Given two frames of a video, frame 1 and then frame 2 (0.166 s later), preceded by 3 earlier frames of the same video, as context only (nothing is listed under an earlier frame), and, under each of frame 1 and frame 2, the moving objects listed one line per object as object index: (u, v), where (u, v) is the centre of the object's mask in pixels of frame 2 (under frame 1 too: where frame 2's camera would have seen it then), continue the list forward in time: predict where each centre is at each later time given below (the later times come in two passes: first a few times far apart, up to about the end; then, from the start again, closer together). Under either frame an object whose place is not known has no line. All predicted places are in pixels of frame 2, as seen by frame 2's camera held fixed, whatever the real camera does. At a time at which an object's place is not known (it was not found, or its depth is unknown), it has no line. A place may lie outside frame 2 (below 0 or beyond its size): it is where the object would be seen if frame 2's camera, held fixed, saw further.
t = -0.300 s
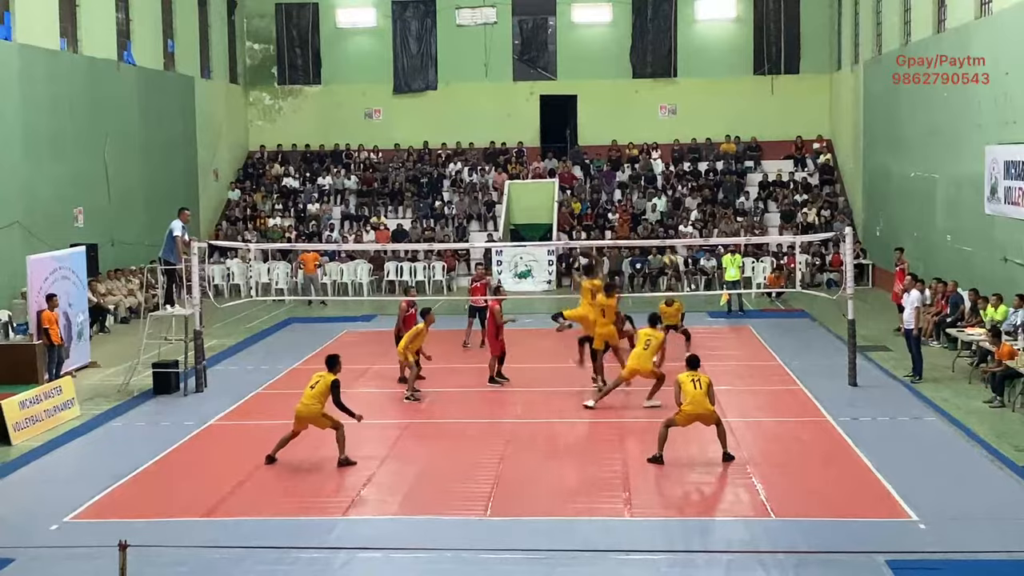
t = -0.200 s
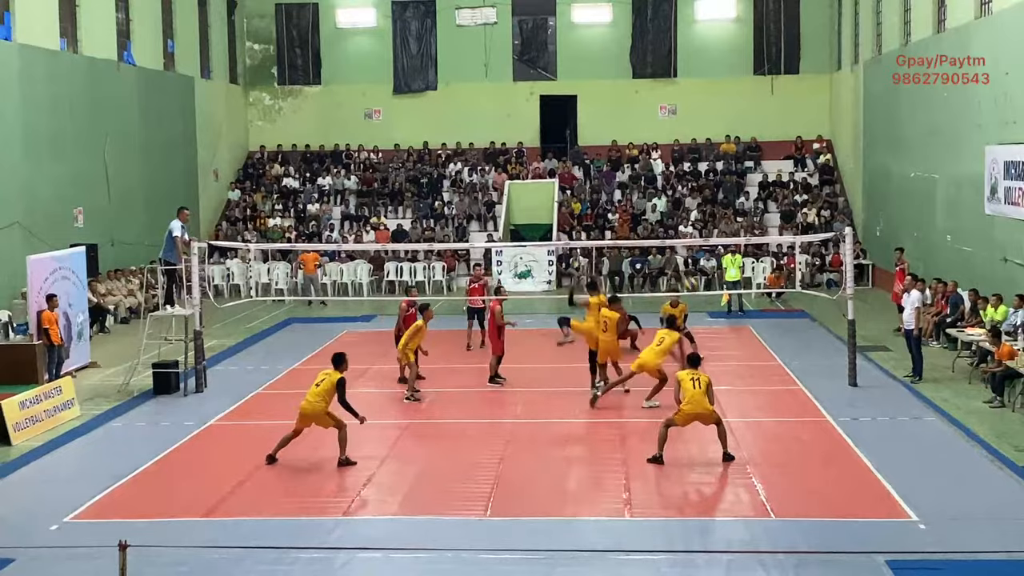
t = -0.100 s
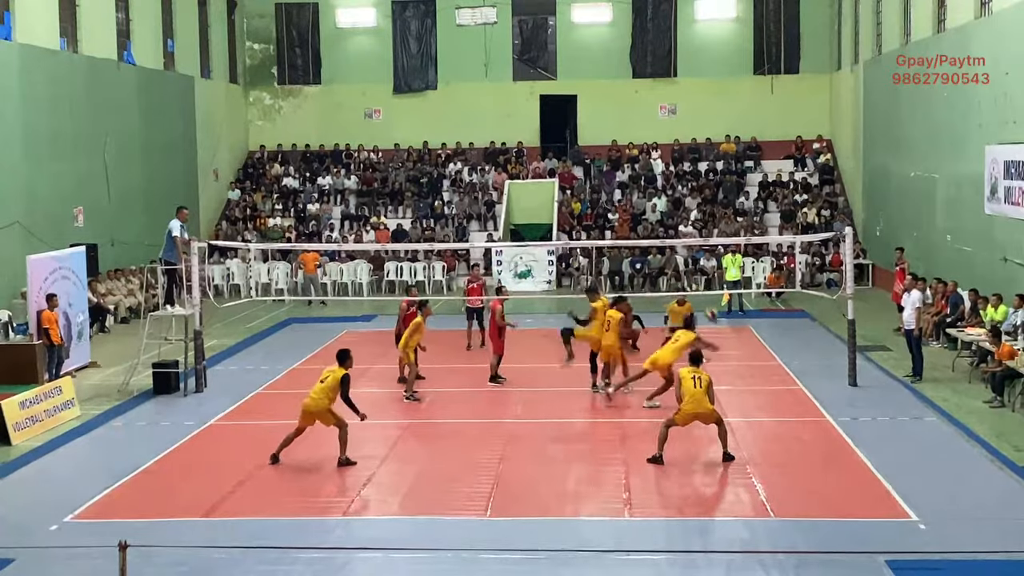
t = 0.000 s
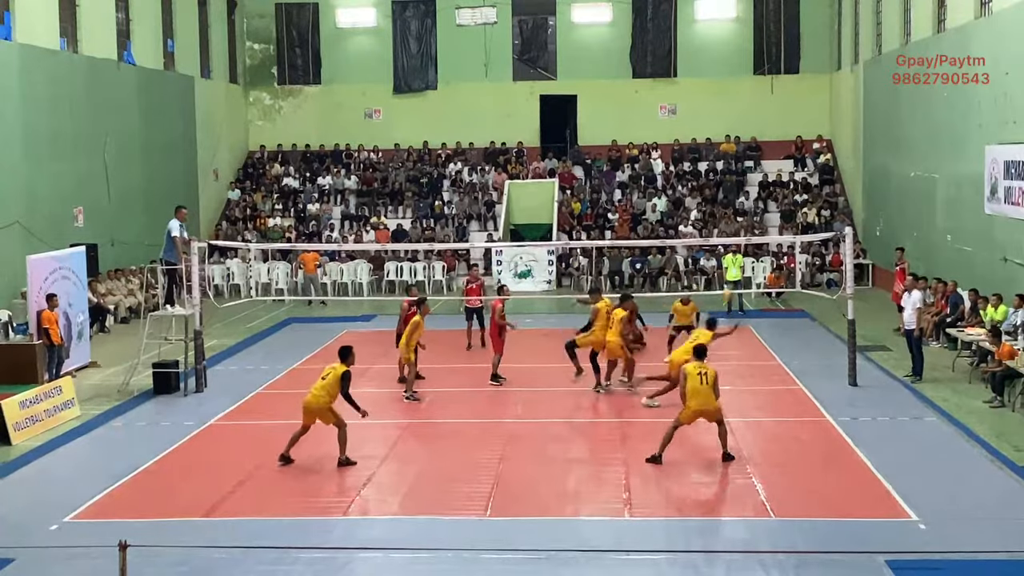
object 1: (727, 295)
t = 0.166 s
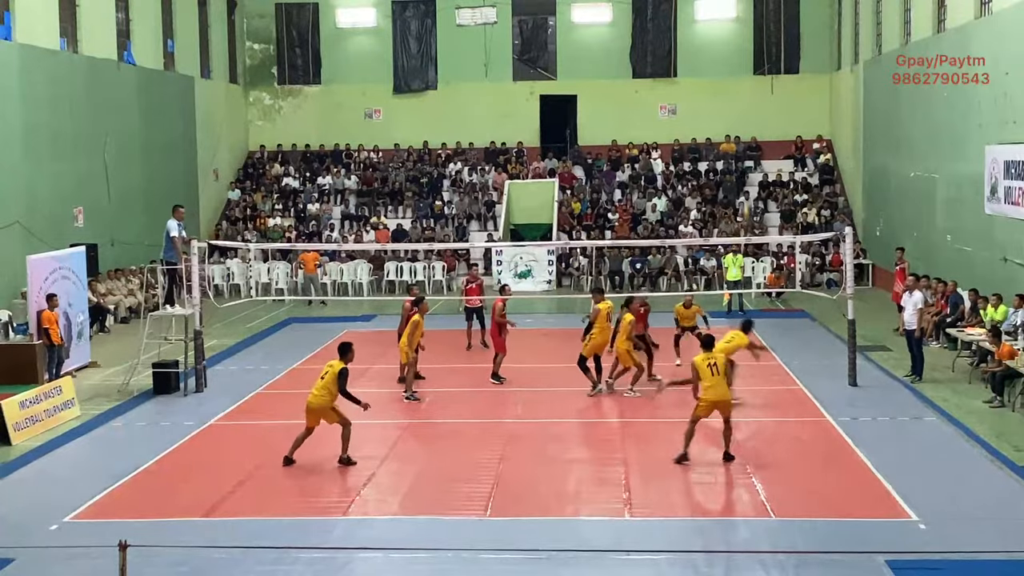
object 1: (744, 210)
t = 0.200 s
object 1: (748, 198)
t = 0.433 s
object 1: (772, 116)
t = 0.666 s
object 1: (793, 73)
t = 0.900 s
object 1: (815, 64)
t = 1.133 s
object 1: (836, 91)
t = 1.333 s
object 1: (854, 141)
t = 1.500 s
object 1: (868, 202)
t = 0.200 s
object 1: (748, 198)
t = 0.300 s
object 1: (757, 154)
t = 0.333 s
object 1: (762, 145)
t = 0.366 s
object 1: (765, 135)
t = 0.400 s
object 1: (769, 126)
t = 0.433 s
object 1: (772, 116)
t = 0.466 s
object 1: (775, 109)
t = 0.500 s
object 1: (778, 99)
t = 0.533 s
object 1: (781, 94)
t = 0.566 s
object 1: (784, 88)
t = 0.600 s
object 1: (787, 82)
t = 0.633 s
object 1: (791, 77)
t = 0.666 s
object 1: (793, 73)
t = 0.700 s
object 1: (796, 69)
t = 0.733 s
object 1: (799, 67)
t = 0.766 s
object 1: (802, 65)
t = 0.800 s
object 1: (805, 64)
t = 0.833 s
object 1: (809, 63)
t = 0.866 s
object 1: (812, 63)
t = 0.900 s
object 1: (815, 64)
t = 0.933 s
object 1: (818, 65)
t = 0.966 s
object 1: (820, 67)
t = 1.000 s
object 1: (824, 71)
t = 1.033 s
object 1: (827, 75)
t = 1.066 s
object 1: (830, 80)
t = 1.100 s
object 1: (833, 85)
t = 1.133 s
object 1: (836, 91)
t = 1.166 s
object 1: (838, 98)
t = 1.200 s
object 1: (842, 106)
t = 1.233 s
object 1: (845, 113)
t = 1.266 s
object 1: (848, 122)
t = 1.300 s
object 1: (851, 131)
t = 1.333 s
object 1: (854, 141)
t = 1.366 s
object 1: (856, 151)
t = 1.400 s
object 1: (860, 164)
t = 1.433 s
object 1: (863, 177)
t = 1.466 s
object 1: (866, 189)
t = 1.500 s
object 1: (868, 202)
